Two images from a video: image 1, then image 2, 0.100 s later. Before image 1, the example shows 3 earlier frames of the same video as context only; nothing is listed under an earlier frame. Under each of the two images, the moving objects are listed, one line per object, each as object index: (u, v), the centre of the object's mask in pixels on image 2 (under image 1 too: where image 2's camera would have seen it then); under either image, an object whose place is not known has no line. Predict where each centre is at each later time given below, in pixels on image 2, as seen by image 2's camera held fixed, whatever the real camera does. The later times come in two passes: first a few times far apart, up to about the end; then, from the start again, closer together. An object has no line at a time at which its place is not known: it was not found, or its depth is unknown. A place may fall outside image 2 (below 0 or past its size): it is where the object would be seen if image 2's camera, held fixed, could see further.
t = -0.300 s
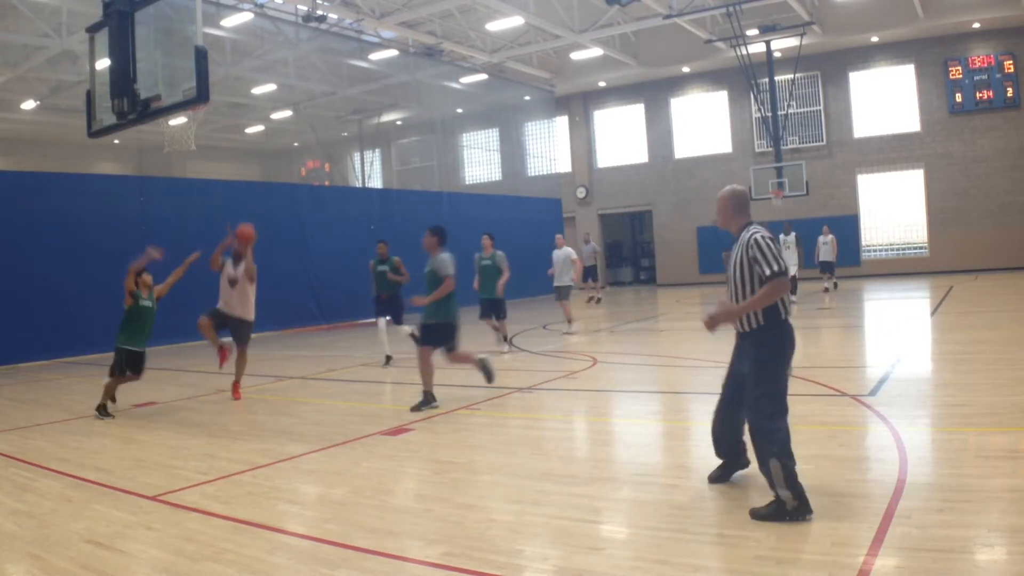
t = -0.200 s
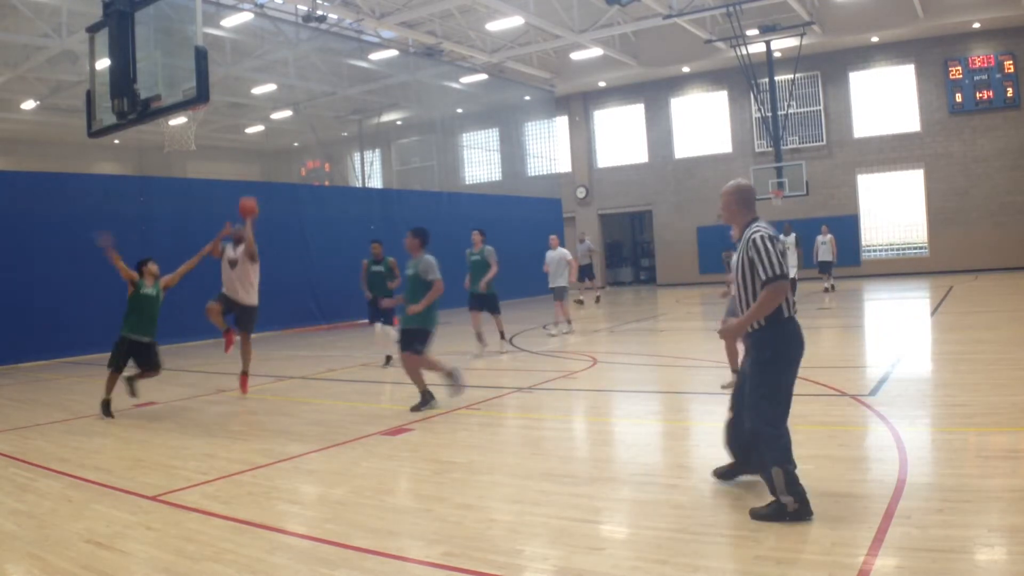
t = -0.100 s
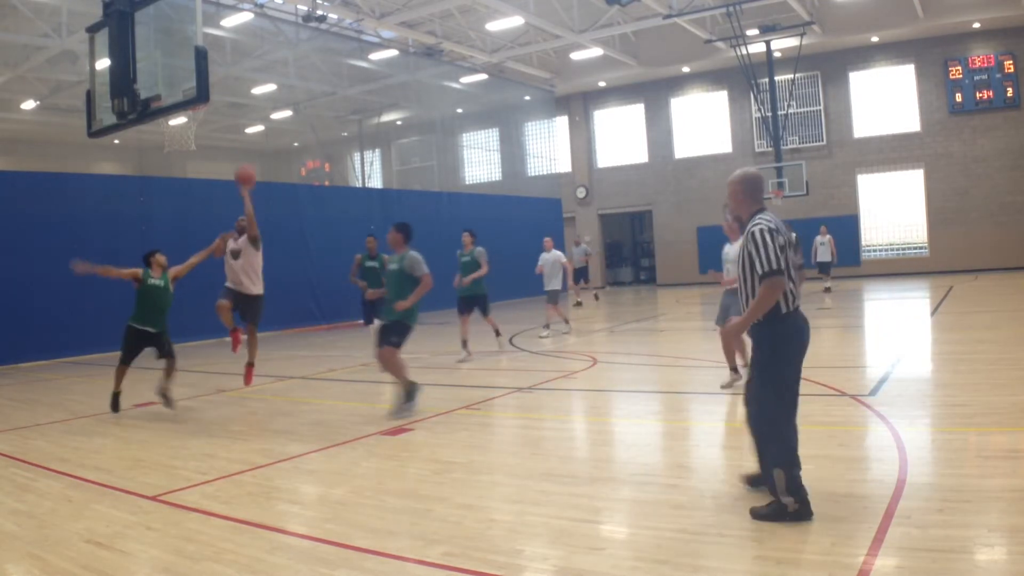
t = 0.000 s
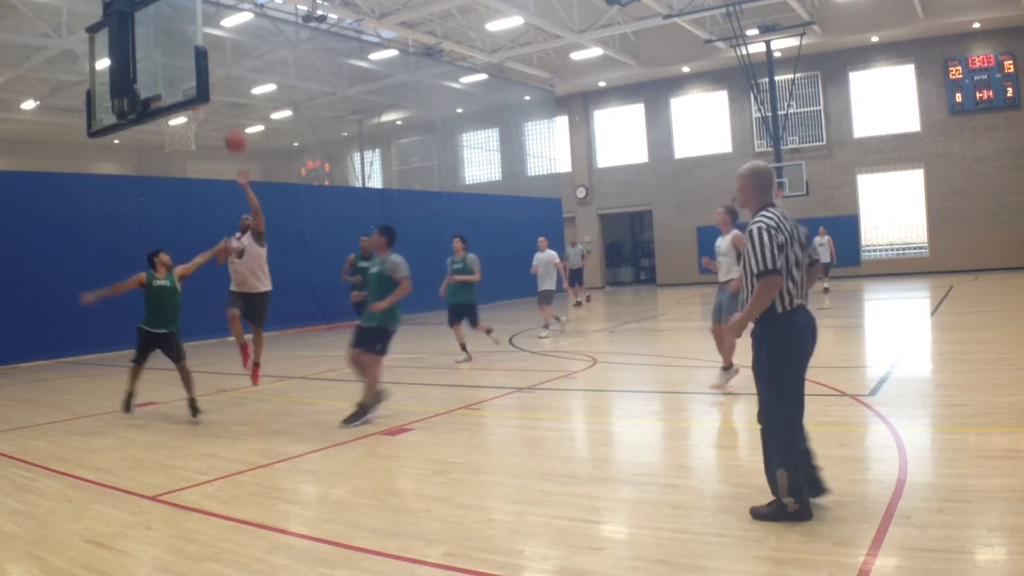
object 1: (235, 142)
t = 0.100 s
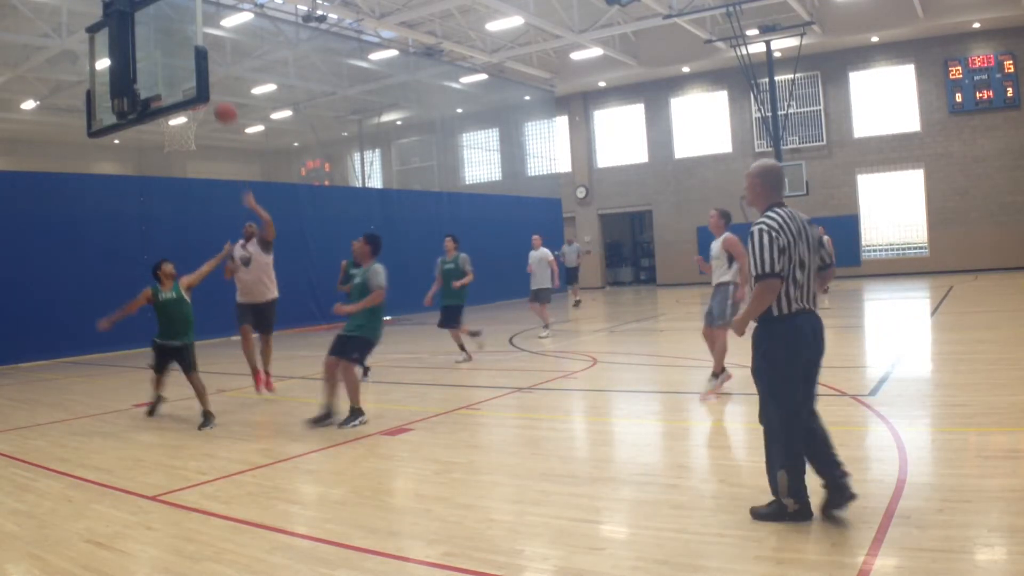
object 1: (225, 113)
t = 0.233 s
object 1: (215, 88)
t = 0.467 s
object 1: (185, 77)
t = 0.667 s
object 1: (177, 115)
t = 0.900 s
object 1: (198, 132)
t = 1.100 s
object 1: (188, 153)
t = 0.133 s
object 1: (222, 106)
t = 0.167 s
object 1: (220, 98)
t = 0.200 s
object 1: (217, 93)
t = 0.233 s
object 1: (215, 88)
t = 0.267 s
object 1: (214, 83)
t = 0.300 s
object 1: (213, 79)
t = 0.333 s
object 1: (211, 78)
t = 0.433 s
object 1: (187, 75)
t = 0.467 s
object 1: (185, 77)
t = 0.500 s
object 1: (183, 79)
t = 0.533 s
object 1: (179, 83)
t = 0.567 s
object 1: (176, 88)
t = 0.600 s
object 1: (171, 93)
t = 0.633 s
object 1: (171, 95)
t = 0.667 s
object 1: (177, 115)
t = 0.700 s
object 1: (185, 120)
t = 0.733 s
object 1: (192, 128)
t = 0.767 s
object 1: (196, 131)
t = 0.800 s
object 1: (198, 132)
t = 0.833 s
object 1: (199, 132)
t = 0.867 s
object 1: (199, 132)
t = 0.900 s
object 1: (198, 132)
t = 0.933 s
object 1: (197, 133)
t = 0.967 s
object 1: (196, 134)
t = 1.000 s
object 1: (193, 136)
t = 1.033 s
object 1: (192, 141)
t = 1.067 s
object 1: (190, 146)
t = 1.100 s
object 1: (188, 153)
